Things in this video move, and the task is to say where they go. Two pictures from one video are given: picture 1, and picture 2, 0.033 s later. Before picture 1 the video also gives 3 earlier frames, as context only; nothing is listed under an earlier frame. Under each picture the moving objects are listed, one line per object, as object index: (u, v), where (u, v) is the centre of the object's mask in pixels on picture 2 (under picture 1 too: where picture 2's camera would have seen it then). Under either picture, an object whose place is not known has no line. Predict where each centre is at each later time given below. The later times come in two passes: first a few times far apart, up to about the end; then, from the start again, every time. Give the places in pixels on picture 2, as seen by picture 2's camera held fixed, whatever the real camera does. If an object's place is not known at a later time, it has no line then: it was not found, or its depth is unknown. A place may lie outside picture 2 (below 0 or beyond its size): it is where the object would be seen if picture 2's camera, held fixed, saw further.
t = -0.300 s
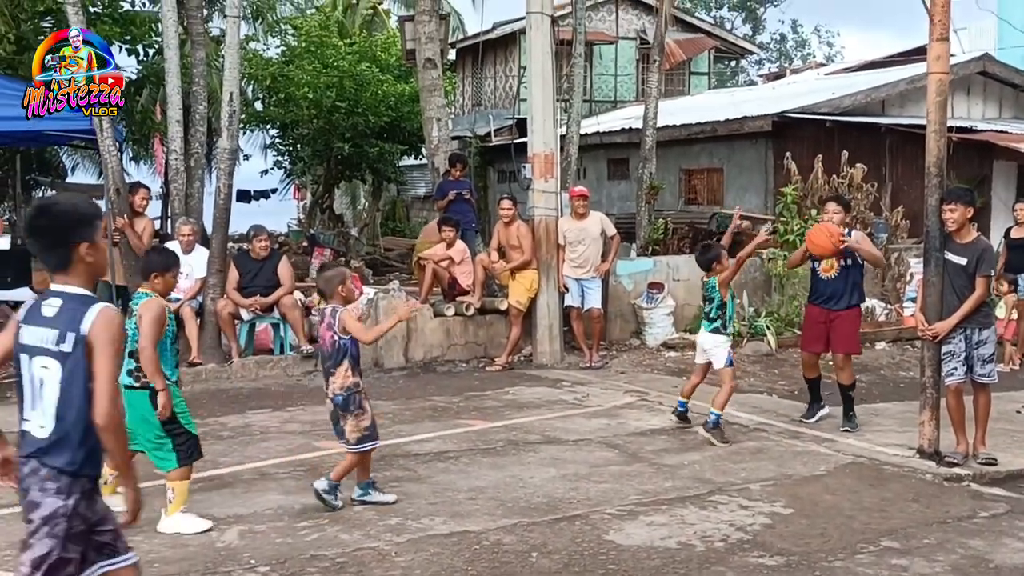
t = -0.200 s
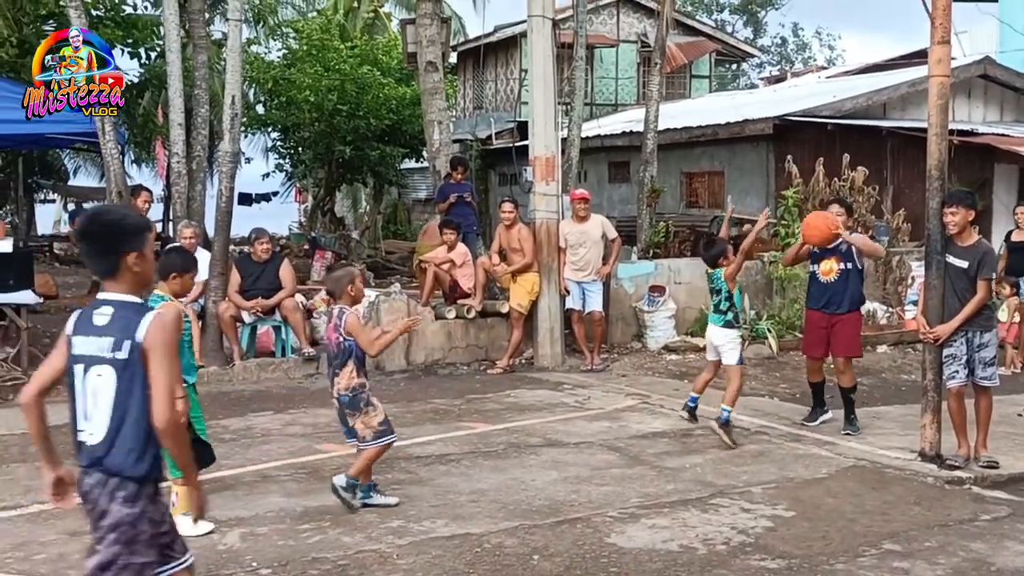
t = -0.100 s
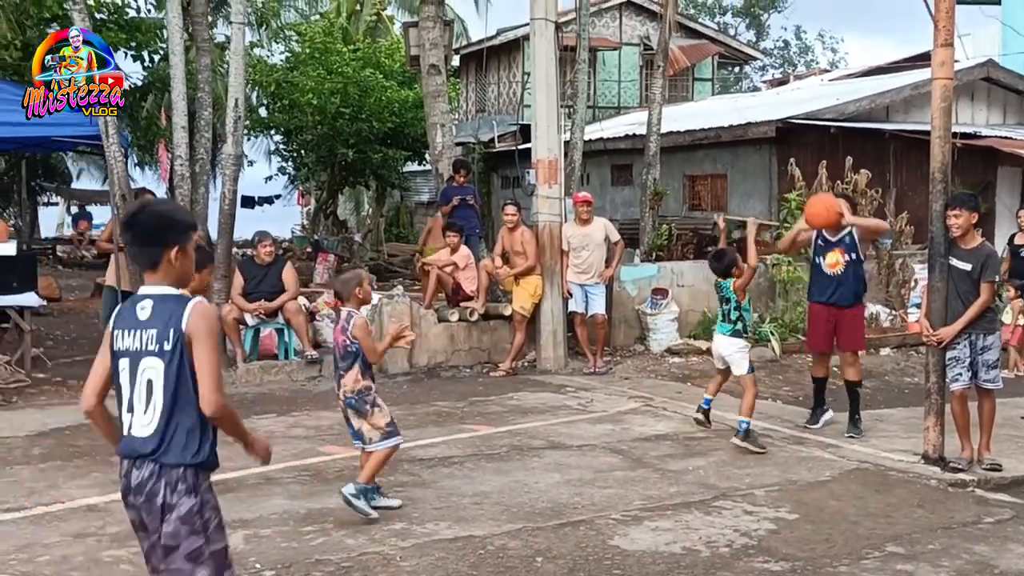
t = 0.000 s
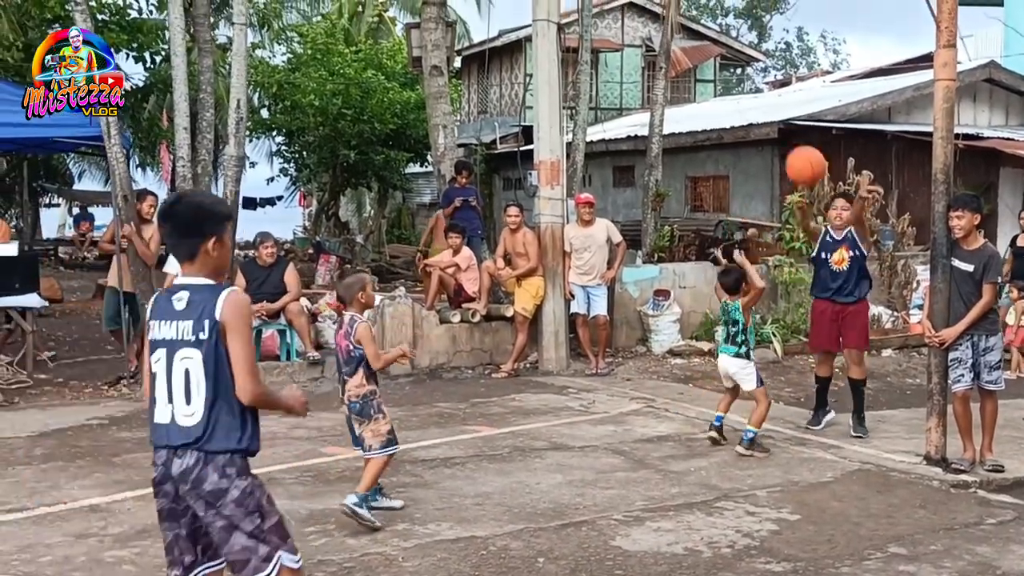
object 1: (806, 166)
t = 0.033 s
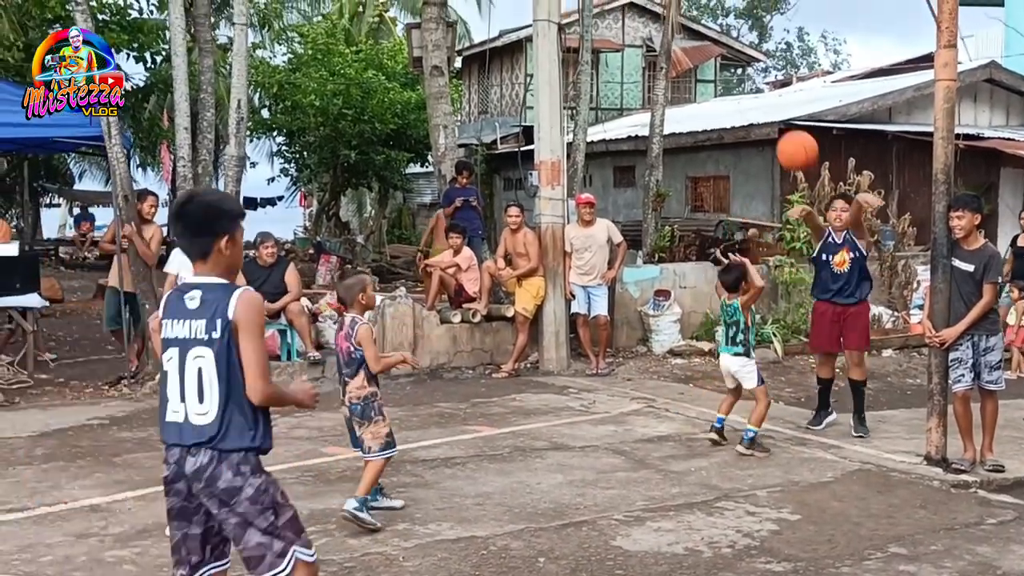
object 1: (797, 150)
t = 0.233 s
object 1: (732, 87)
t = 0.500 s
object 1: (608, 119)
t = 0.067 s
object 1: (788, 137)
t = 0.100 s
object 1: (778, 125)
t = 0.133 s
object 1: (768, 113)
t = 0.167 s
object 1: (755, 102)
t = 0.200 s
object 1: (744, 93)
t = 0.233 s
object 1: (732, 87)
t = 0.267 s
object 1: (720, 82)
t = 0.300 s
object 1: (707, 80)
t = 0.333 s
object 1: (692, 79)
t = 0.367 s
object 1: (678, 81)
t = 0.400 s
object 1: (663, 86)
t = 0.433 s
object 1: (645, 93)
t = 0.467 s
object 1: (627, 104)
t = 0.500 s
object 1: (608, 119)
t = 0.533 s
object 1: (587, 137)
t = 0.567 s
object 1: (566, 160)
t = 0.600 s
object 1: (542, 188)
